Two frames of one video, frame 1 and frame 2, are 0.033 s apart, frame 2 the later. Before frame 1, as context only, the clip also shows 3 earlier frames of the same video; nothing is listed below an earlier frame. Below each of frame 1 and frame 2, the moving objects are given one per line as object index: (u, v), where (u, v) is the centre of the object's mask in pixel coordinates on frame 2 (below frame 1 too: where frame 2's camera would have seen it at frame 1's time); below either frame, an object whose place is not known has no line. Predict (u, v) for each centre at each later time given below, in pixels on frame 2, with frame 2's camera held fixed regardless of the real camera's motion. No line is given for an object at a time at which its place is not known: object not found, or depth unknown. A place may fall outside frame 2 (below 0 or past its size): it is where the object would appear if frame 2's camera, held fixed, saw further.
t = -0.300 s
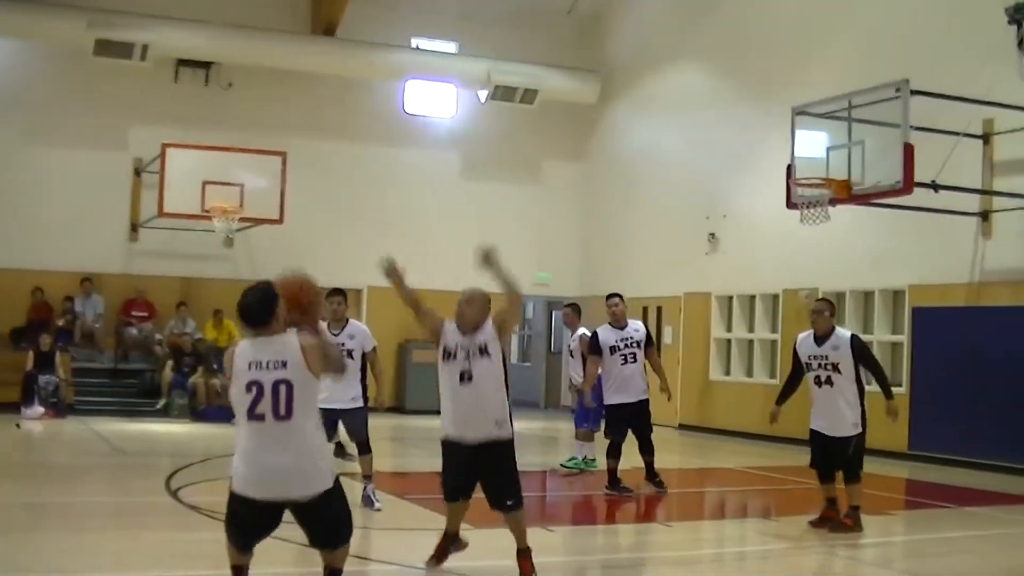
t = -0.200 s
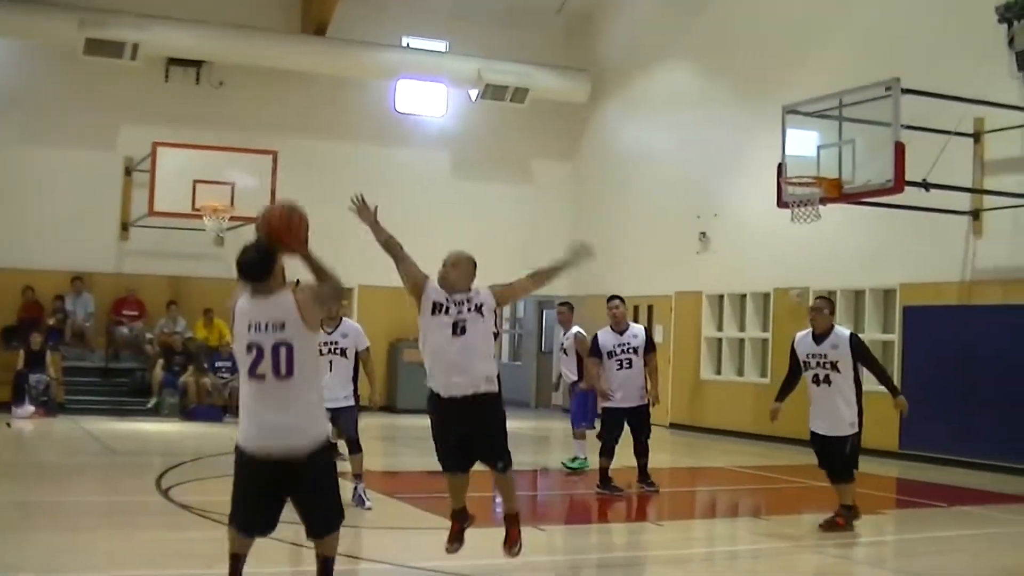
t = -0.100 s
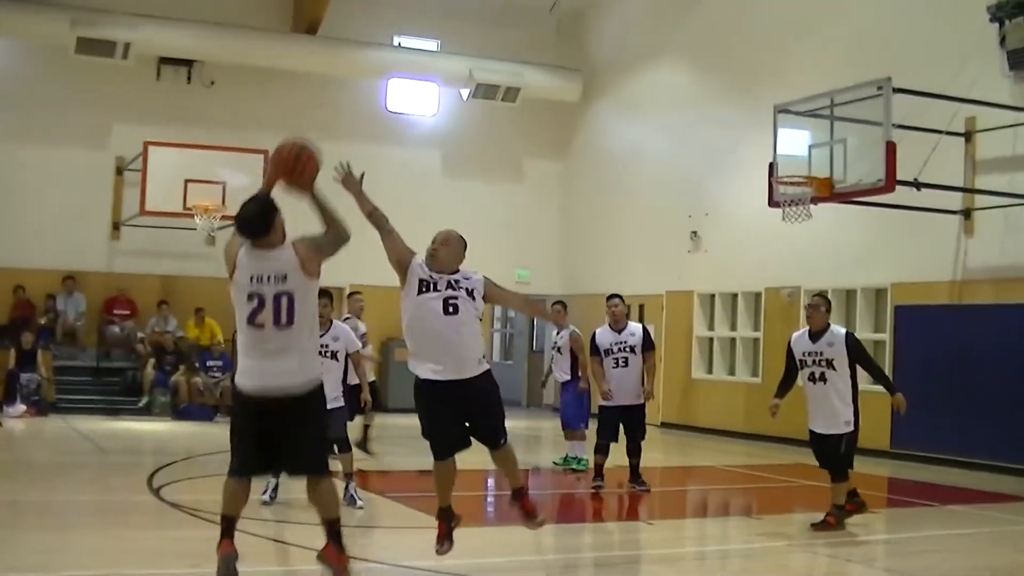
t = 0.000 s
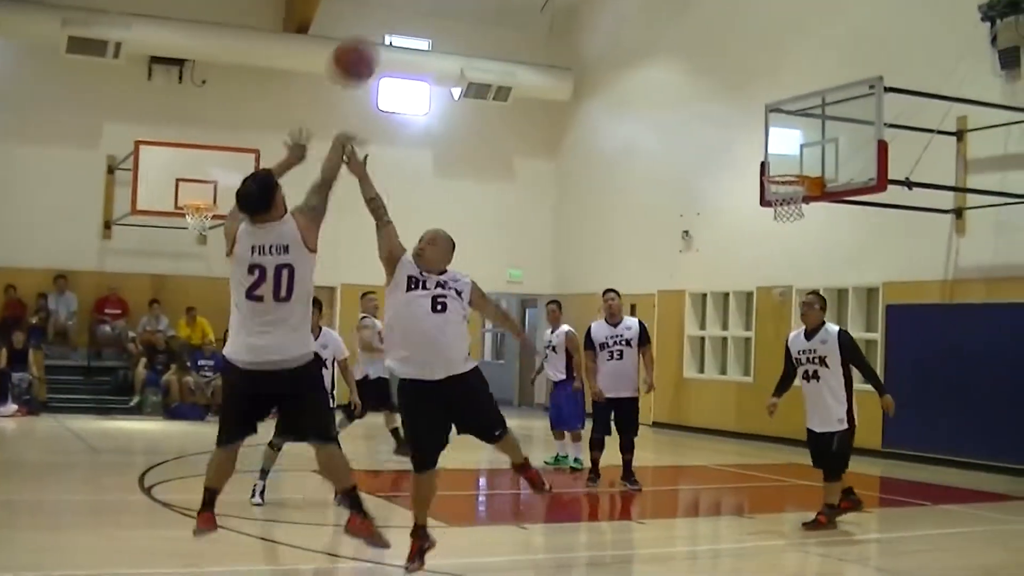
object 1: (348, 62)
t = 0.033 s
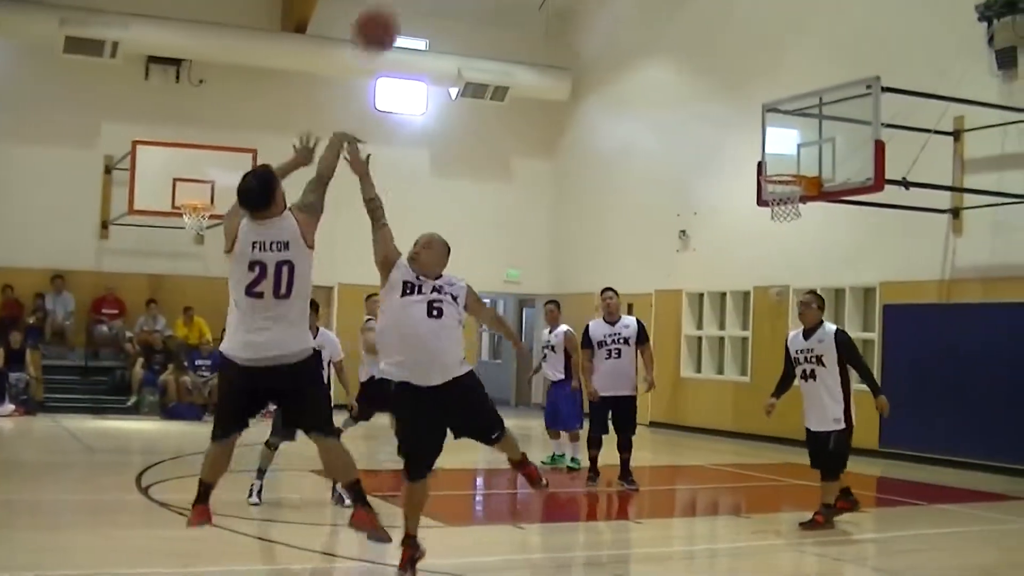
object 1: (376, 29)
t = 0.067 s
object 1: (405, 11)
